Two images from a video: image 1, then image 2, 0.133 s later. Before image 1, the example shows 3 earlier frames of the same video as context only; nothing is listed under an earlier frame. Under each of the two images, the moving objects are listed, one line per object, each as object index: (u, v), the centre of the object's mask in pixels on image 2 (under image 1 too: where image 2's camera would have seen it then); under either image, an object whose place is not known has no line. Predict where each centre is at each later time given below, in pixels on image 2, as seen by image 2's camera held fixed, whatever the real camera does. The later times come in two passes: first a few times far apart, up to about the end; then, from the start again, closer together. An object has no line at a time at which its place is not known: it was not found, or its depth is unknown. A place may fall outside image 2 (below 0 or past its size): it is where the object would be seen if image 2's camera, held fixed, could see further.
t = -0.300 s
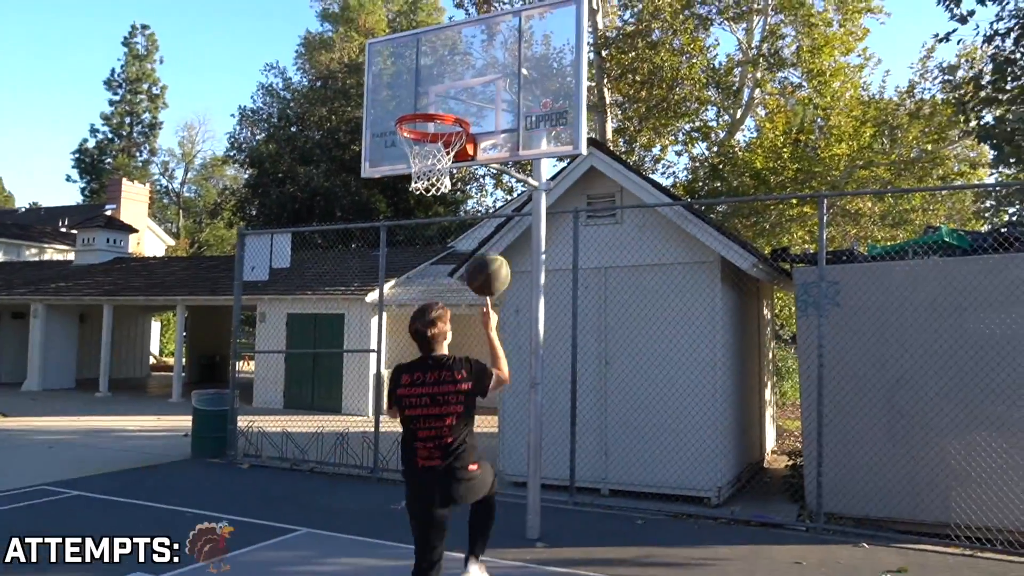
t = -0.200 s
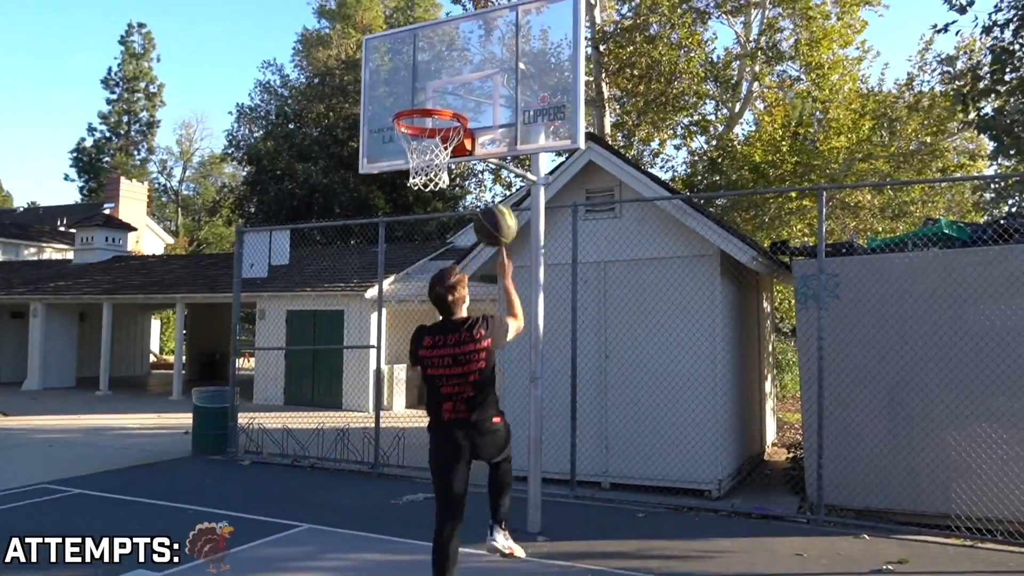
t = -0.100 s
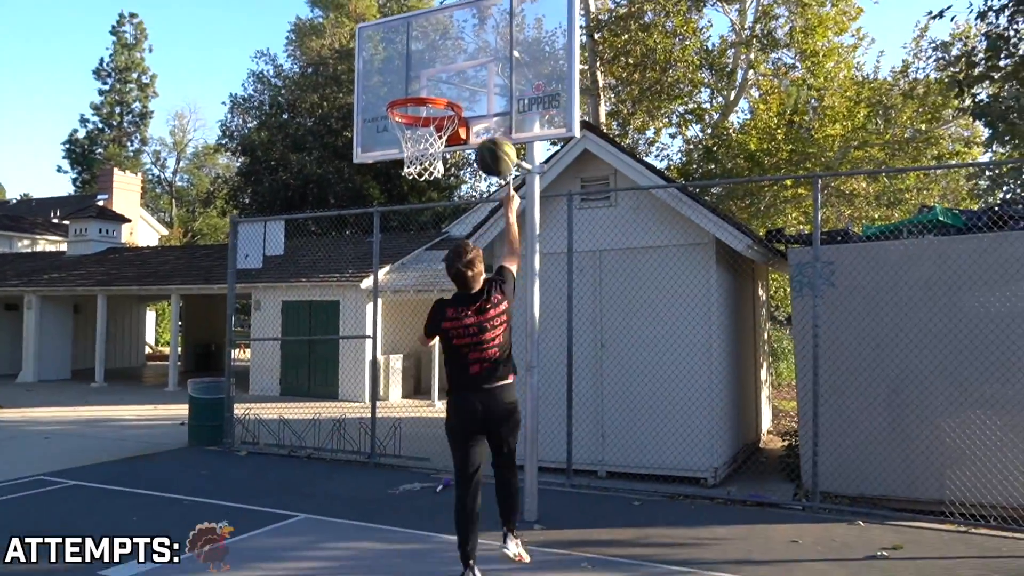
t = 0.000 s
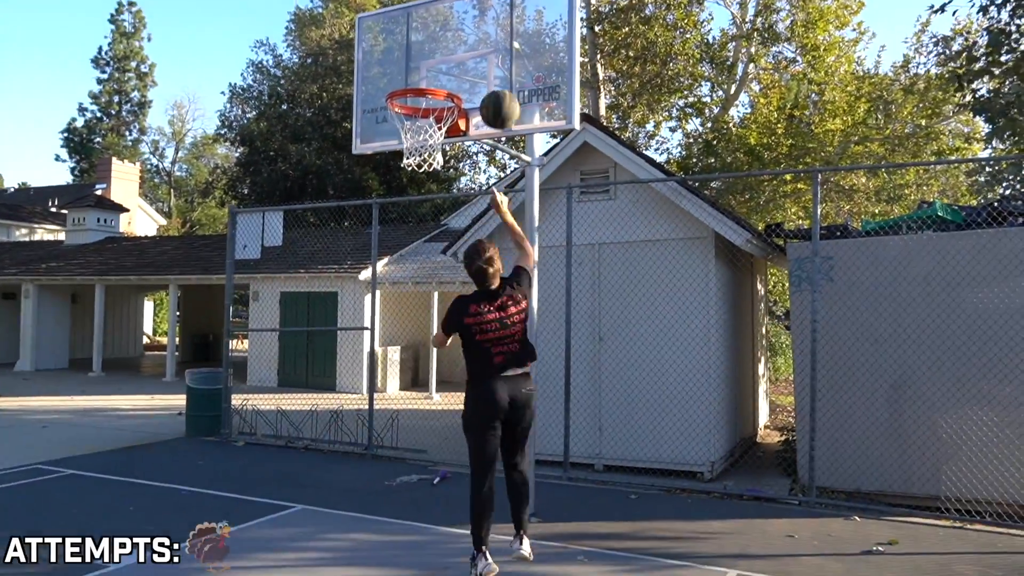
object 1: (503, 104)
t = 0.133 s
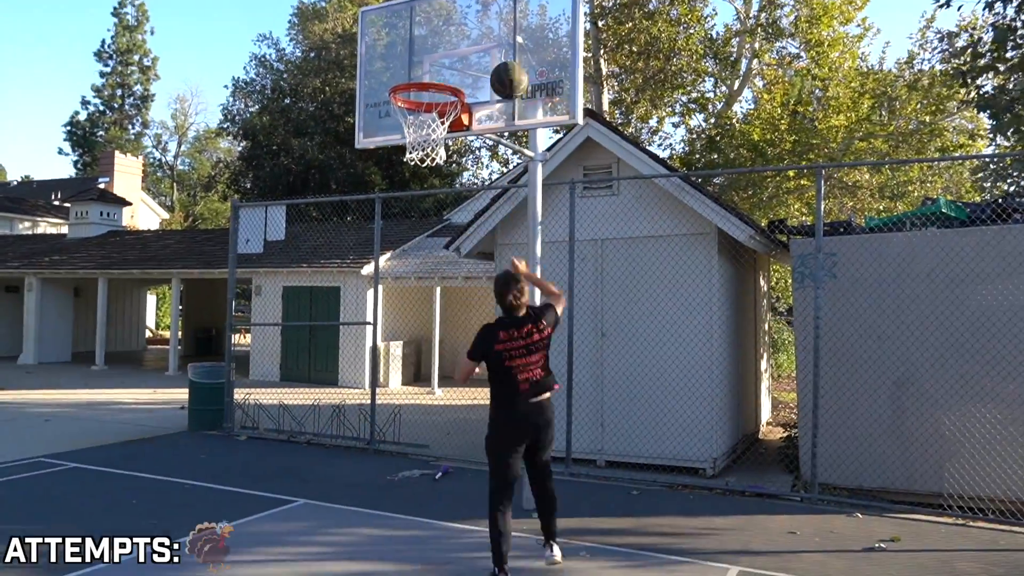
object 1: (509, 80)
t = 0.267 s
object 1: (490, 85)
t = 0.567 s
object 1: (563, 122)
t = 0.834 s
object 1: (615, 244)
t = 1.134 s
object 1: (677, 569)
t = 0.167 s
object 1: (510, 79)
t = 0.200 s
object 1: (512, 79)
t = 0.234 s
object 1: (504, 81)
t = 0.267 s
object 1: (490, 85)
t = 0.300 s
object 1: (480, 90)
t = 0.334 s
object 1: (490, 89)
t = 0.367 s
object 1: (501, 90)
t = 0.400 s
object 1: (514, 92)
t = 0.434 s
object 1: (526, 96)
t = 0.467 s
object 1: (538, 103)
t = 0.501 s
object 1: (550, 111)
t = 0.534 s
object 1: (558, 116)
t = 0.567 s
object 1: (563, 122)
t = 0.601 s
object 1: (570, 131)
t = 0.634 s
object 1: (576, 141)
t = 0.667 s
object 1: (582, 152)
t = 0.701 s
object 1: (589, 166)
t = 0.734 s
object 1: (595, 182)
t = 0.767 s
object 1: (601, 199)
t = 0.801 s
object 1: (608, 221)
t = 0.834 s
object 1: (615, 244)
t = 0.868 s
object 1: (622, 269)
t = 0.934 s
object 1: (635, 326)
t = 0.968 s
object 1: (642, 360)
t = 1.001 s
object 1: (649, 395)
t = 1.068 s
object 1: (662, 475)
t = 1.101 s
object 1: (671, 520)
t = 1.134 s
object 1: (677, 569)
